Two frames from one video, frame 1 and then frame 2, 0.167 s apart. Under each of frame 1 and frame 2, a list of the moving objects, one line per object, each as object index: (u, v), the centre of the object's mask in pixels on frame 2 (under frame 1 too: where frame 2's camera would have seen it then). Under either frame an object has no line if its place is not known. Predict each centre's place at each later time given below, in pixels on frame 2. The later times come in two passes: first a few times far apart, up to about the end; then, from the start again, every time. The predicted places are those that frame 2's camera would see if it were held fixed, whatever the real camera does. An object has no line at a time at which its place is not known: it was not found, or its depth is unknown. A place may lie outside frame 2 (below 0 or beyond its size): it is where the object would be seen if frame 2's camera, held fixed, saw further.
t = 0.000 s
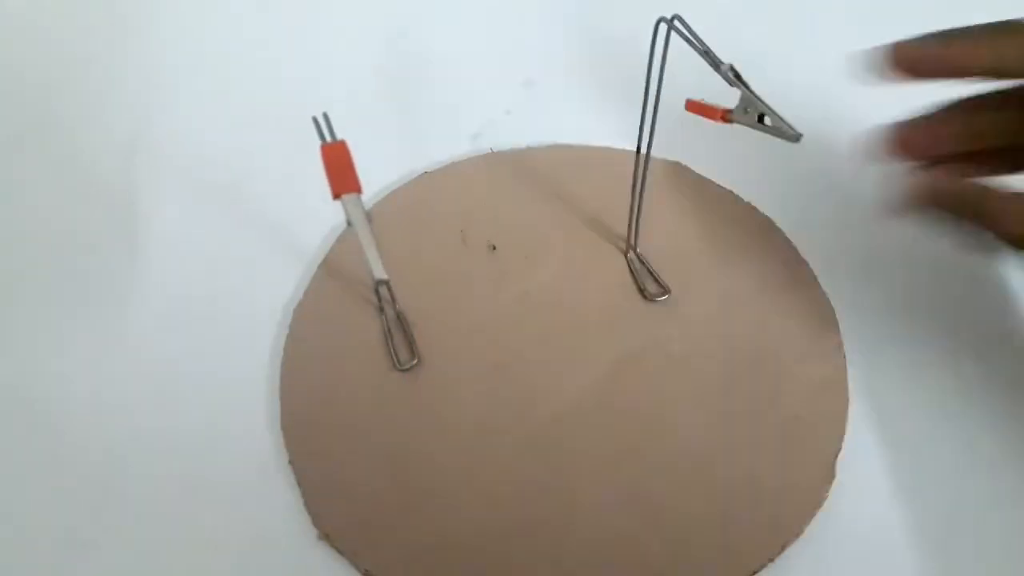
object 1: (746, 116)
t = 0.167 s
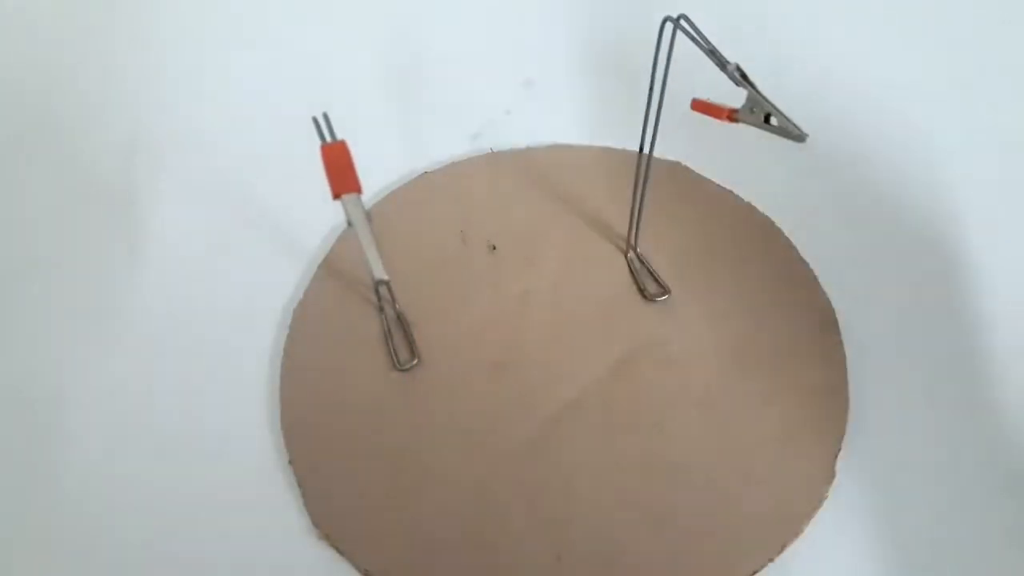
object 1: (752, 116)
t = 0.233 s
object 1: (757, 115)
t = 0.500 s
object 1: (873, 113)
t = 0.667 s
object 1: (891, 225)
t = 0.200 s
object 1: (754, 116)
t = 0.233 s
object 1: (757, 115)
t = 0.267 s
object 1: (759, 115)
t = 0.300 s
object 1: (765, 113)
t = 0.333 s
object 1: (773, 112)
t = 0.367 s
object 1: (783, 110)
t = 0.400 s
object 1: (798, 106)
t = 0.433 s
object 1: (820, 105)
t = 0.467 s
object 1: (844, 105)
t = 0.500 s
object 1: (873, 113)
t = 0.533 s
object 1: (899, 135)
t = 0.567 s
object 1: (893, 200)
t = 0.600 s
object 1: (889, 225)
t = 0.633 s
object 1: (890, 225)
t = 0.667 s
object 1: (891, 225)
